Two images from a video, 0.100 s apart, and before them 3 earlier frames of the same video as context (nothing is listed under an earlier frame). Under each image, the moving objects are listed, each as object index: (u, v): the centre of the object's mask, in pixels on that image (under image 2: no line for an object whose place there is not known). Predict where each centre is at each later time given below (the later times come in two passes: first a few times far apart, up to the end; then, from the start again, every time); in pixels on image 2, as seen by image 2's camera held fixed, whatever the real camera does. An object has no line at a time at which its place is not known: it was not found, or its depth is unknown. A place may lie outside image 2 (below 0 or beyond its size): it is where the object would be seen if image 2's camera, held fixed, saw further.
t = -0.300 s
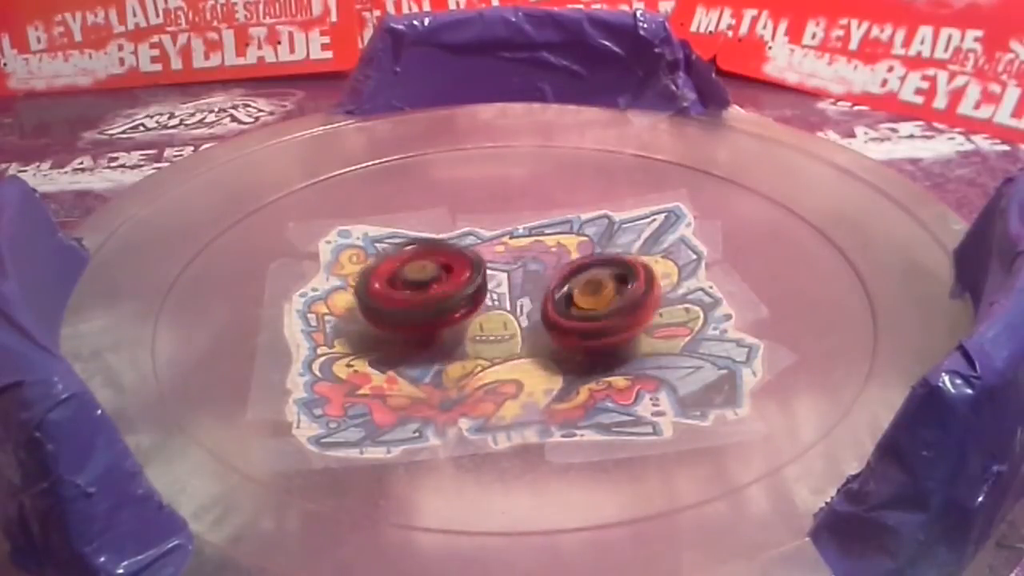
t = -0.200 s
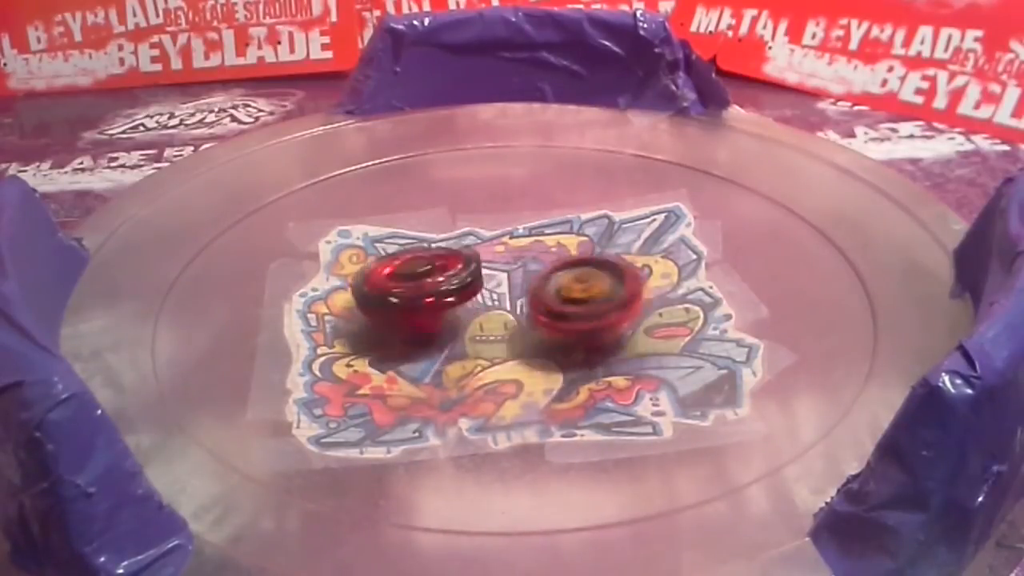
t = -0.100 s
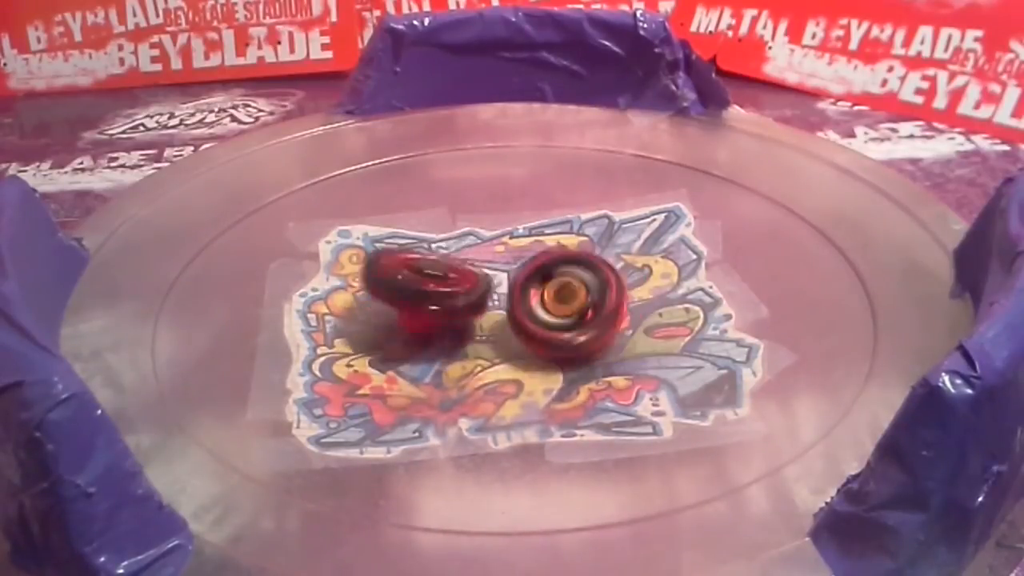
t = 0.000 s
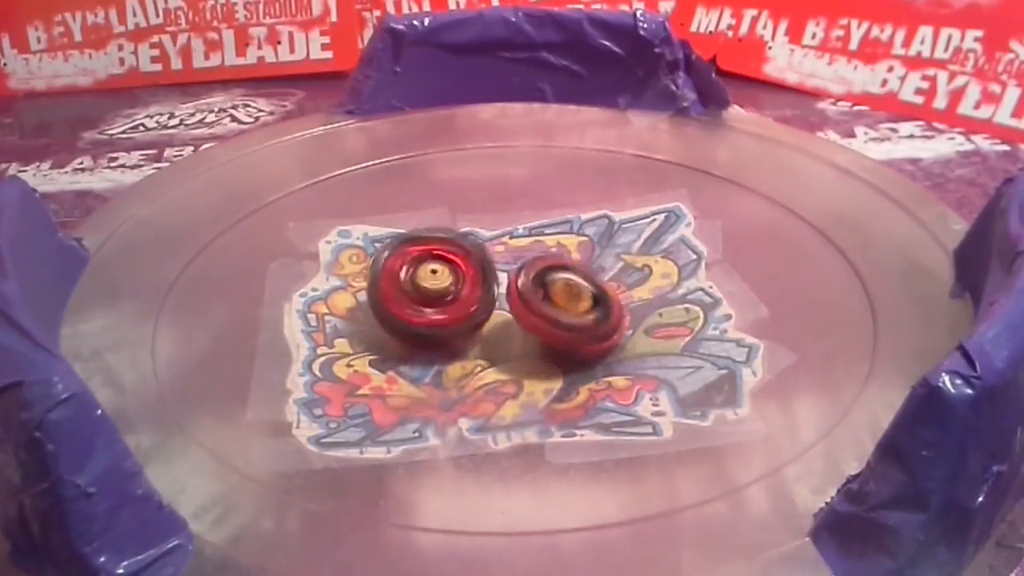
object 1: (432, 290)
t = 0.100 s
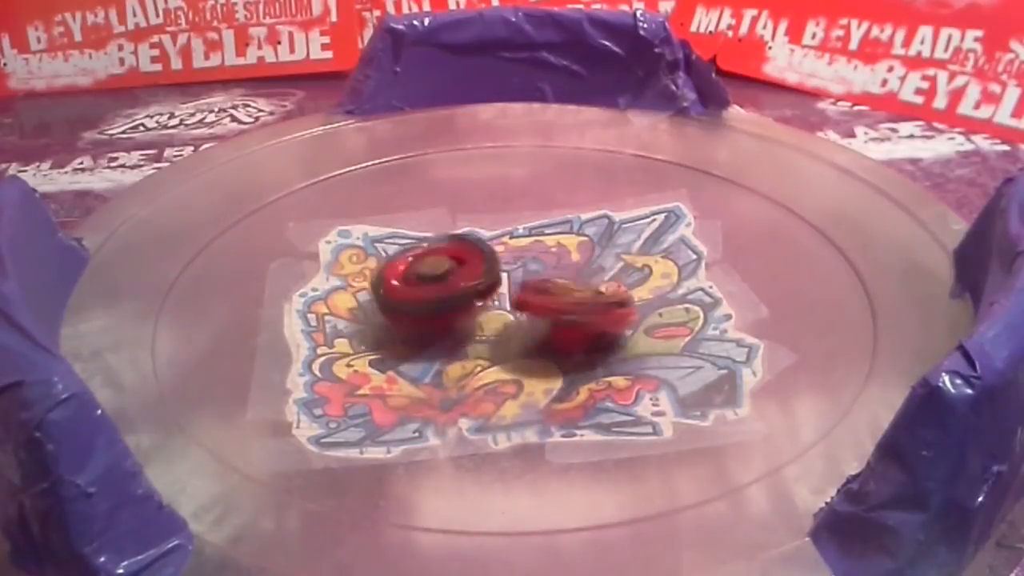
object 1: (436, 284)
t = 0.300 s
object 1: (429, 289)
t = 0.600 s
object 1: (424, 315)
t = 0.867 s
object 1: (436, 310)
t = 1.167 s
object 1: (439, 331)
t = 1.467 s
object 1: (424, 316)
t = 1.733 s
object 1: (433, 286)
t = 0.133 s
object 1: (431, 285)
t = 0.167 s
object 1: (428, 289)
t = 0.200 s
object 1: (431, 289)
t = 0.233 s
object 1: (429, 288)
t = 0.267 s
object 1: (428, 288)
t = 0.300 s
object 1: (429, 289)
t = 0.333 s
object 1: (430, 295)
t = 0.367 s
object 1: (431, 292)
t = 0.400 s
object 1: (431, 300)
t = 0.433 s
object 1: (440, 296)
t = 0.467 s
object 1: (446, 296)
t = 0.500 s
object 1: (449, 299)
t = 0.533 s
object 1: (439, 301)
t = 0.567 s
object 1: (429, 311)
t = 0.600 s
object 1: (424, 315)
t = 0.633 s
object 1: (423, 317)
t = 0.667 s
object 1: (427, 317)
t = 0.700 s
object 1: (431, 318)
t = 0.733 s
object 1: (431, 315)
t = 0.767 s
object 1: (433, 312)
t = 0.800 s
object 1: (434, 309)
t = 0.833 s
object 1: (435, 311)
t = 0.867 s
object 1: (436, 310)
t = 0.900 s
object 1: (438, 311)
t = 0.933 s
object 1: (442, 315)
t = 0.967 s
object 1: (444, 318)
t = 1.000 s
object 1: (445, 322)
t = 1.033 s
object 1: (445, 326)
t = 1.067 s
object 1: (443, 329)
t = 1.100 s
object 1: (442, 335)
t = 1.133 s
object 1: (440, 334)
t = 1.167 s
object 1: (439, 331)
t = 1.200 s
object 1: (433, 331)
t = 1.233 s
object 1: (431, 332)
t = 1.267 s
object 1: (427, 332)
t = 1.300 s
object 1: (425, 331)
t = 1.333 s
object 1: (423, 330)
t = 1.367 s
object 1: (424, 327)
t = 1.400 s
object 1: (422, 321)
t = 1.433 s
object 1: (423, 320)
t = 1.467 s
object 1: (424, 316)
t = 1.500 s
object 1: (426, 312)
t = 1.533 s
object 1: (428, 304)
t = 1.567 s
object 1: (431, 301)
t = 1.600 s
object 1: (433, 300)
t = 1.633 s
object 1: (435, 296)
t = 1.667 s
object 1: (435, 292)
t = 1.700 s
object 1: (435, 289)
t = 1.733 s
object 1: (433, 286)
